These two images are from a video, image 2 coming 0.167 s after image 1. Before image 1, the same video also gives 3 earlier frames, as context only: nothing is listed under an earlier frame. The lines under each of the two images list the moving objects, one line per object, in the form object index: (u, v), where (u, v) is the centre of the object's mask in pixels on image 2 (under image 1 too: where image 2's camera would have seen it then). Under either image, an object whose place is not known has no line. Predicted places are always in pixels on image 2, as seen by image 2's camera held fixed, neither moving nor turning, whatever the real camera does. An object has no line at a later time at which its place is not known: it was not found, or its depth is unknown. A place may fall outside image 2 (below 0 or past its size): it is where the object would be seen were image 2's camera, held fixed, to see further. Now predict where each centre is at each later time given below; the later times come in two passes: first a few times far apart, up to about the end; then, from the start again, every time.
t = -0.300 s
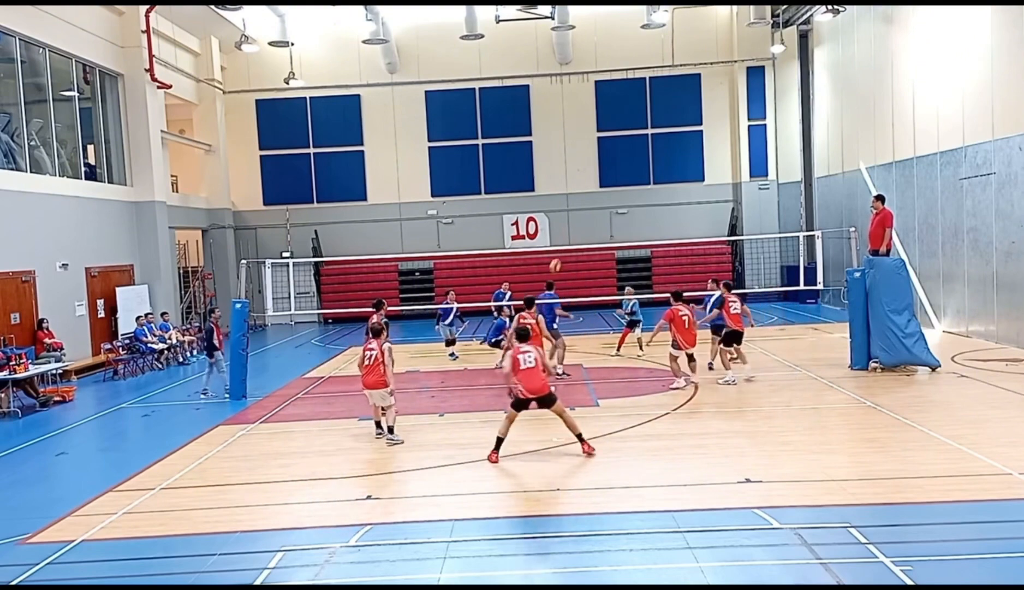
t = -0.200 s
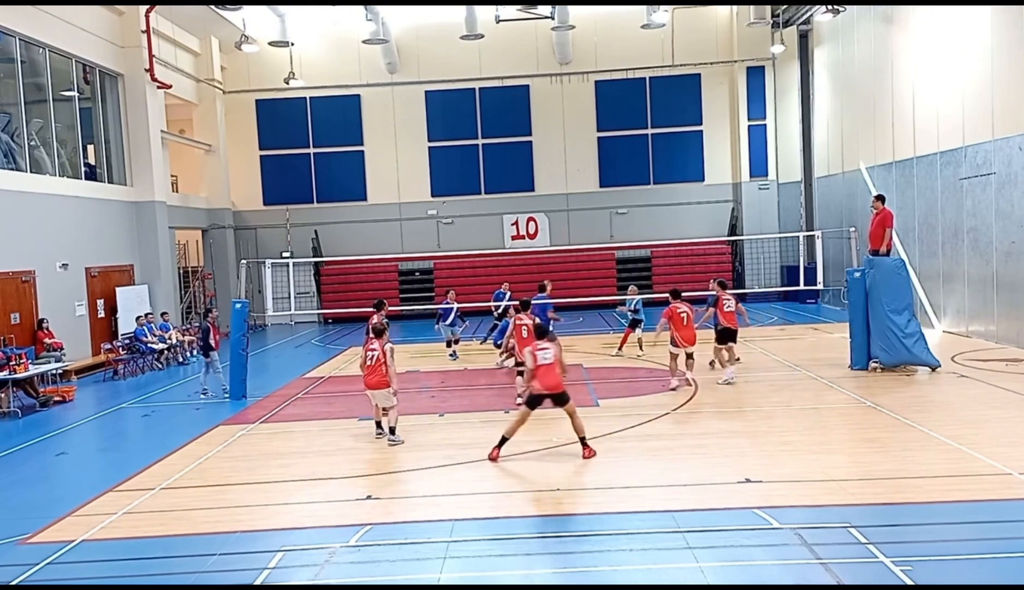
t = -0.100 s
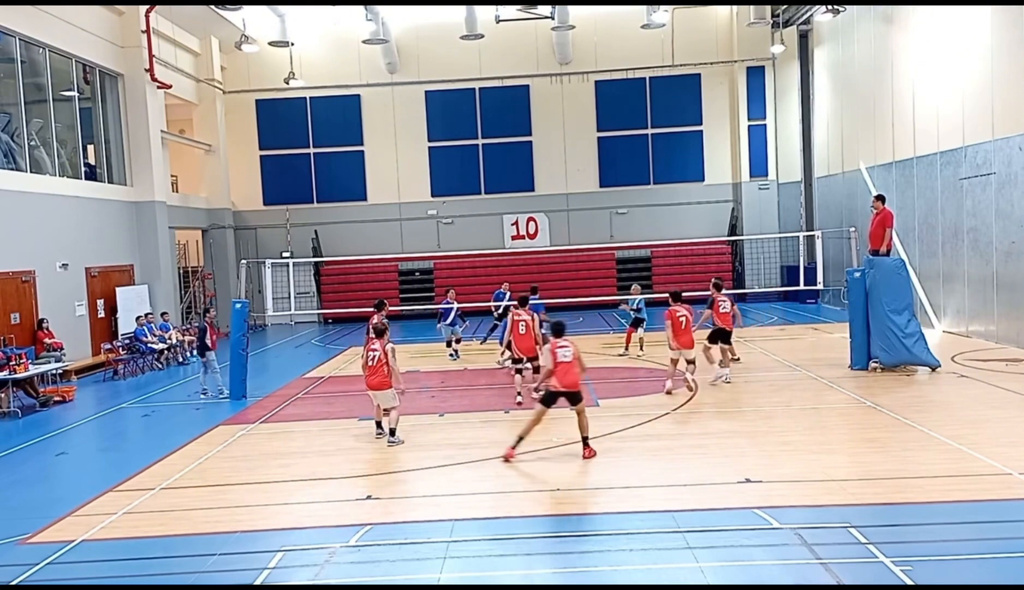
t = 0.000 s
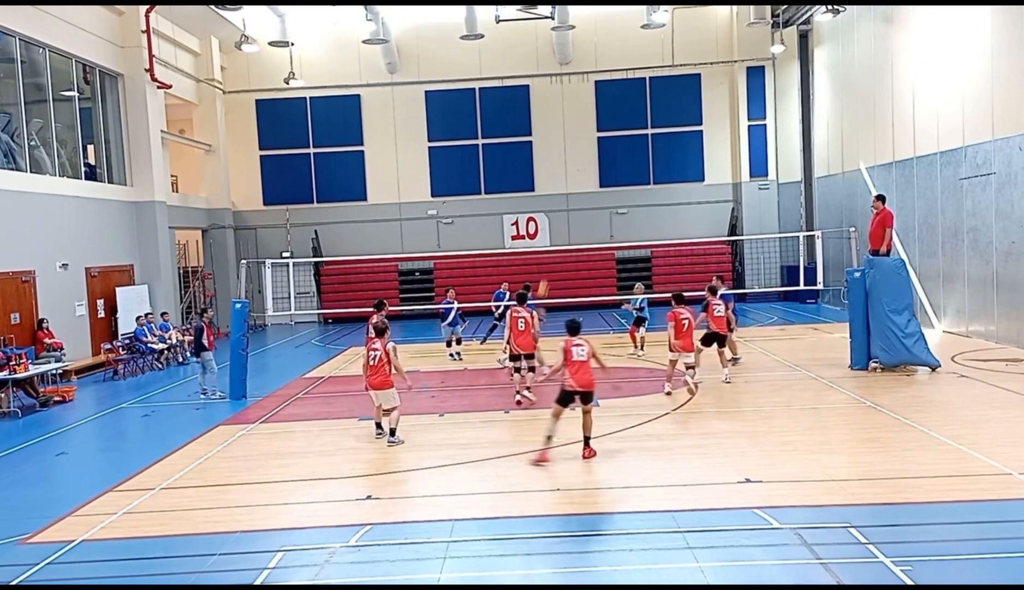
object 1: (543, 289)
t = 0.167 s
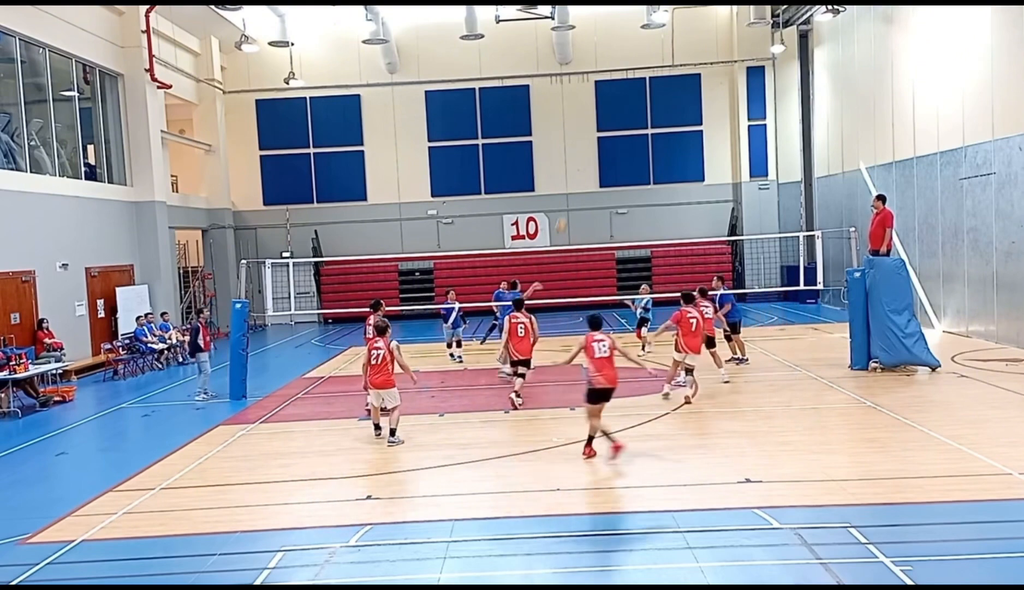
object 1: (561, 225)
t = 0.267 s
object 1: (571, 193)
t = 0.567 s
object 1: (609, 126)
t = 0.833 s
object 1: (643, 106)
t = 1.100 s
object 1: (679, 122)
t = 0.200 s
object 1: (565, 214)
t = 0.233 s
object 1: (568, 202)
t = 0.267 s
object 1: (571, 193)
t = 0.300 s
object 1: (574, 183)
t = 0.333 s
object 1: (578, 174)
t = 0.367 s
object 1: (582, 165)
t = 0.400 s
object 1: (586, 157)
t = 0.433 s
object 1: (590, 150)
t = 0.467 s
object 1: (596, 143)
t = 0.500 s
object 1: (601, 137)
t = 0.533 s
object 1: (604, 132)
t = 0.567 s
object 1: (609, 126)
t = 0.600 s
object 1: (613, 122)
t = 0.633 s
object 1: (617, 118)
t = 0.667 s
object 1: (621, 115)
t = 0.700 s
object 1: (626, 112)
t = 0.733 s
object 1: (630, 110)
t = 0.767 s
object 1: (634, 108)
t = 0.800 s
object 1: (639, 107)
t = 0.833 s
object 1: (643, 106)
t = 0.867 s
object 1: (648, 106)
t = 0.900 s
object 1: (652, 107)
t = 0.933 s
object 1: (657, 108)
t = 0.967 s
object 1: (661, 110)
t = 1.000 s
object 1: (666, 112)
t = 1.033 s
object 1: (670, 115)
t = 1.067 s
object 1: (675, 118)
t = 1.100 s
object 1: (679, 122)
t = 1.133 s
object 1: (684, 127)
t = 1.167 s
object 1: (689, 133)
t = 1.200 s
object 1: (693, 138)
